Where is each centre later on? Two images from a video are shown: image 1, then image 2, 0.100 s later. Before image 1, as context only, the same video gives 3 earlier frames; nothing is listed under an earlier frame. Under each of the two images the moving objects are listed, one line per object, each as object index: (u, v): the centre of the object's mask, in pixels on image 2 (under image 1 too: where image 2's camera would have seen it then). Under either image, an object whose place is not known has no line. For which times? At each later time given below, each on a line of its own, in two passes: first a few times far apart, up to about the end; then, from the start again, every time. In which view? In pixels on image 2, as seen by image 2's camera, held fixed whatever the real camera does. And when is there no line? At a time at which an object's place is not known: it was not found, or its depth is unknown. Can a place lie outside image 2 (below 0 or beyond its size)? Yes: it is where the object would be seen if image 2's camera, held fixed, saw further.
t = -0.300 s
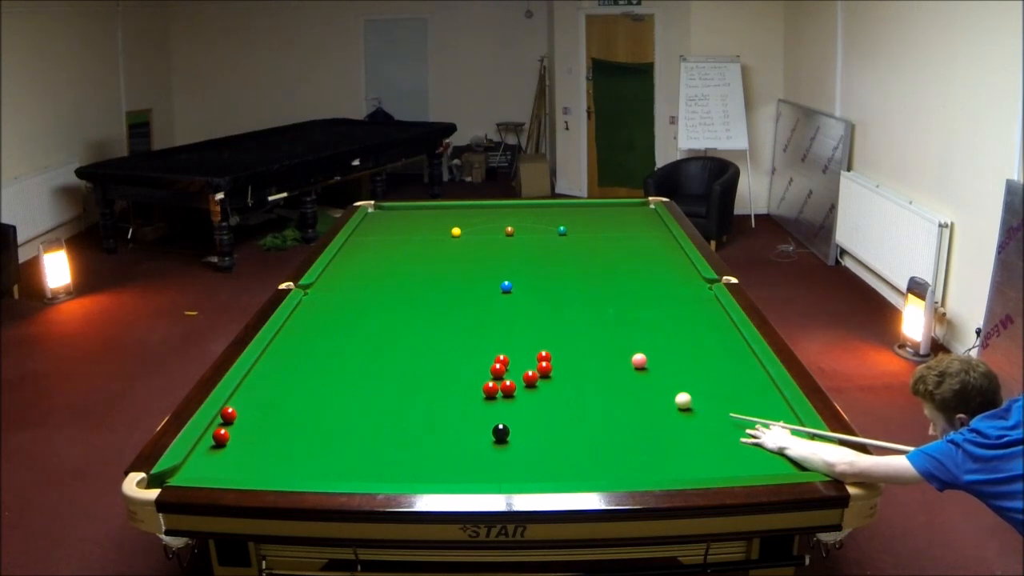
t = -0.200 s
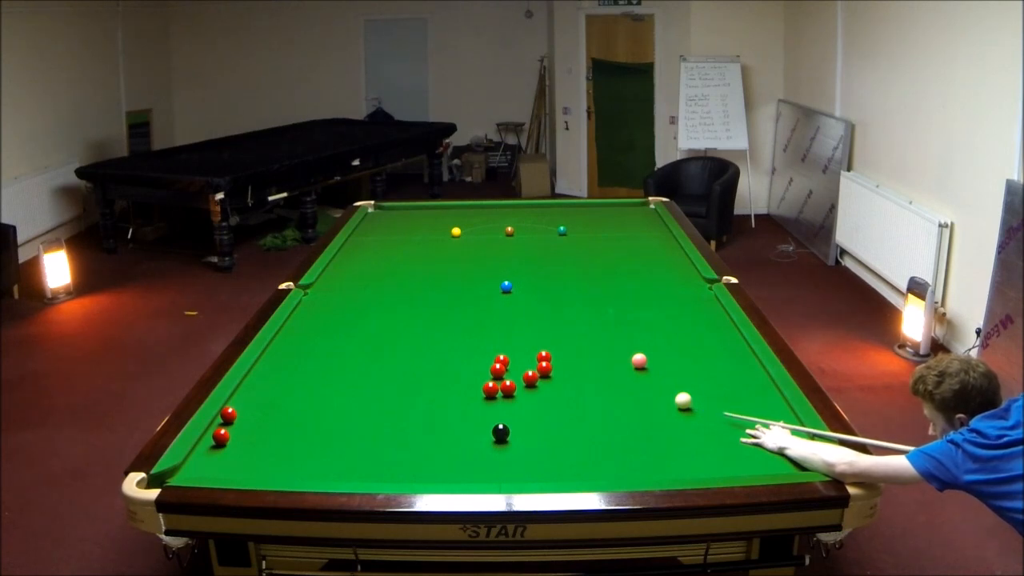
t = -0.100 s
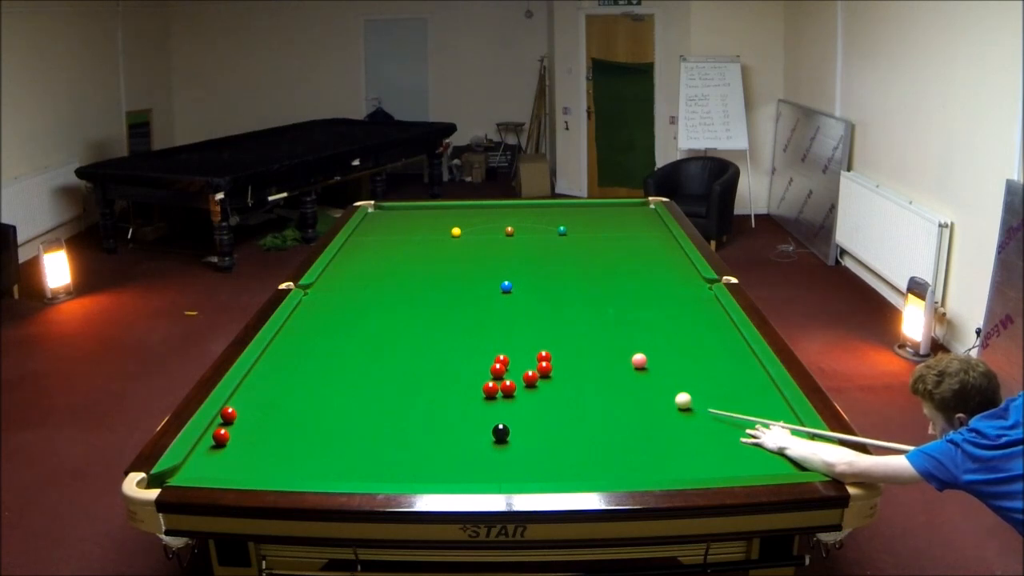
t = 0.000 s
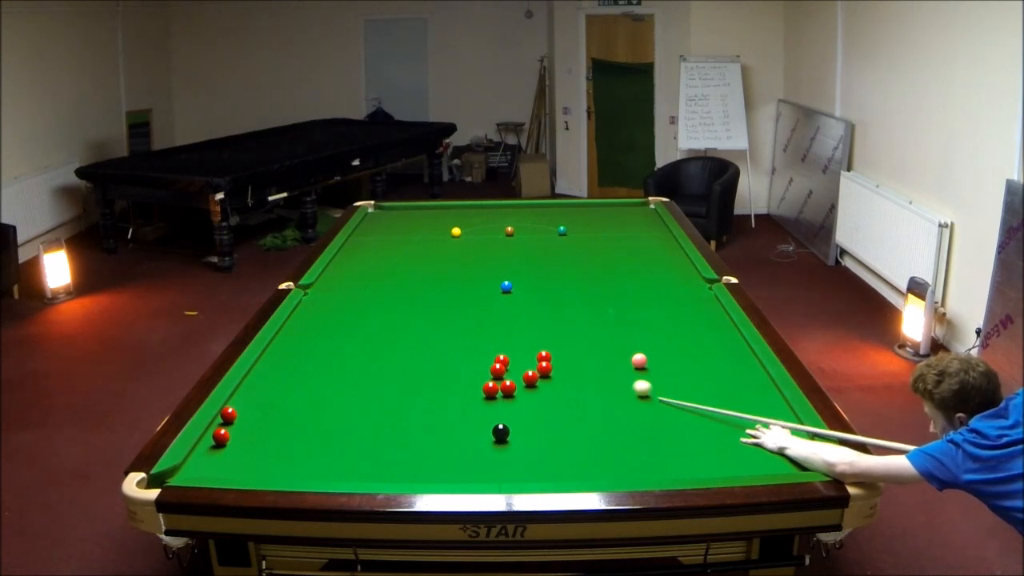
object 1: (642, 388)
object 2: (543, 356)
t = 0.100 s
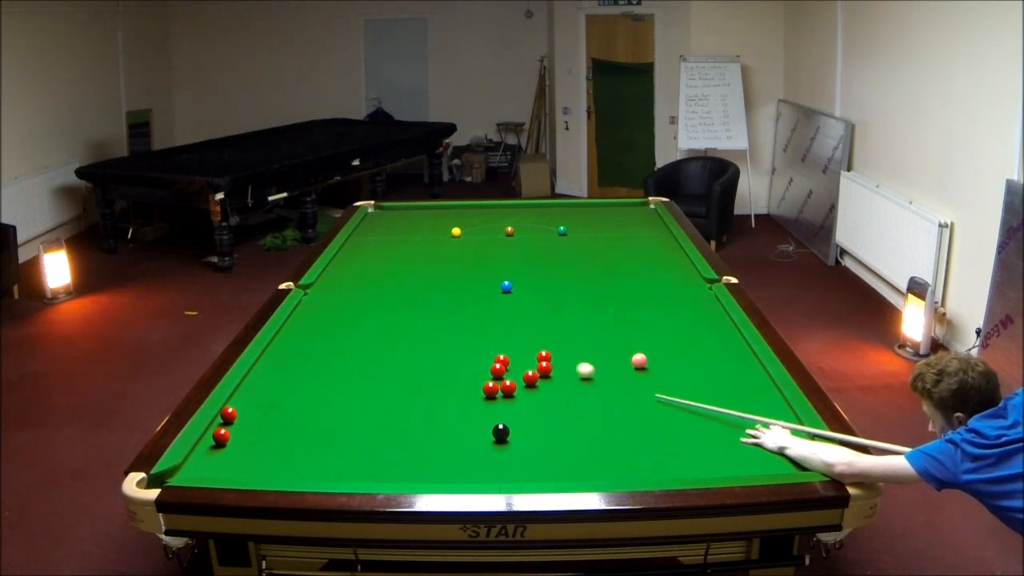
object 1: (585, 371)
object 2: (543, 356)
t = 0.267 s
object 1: (559, 361)
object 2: (497, 345)
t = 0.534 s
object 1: (578, 364)
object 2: (412, 321)
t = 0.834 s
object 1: (597, 367)
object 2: (338, 300)
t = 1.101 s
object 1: (613, 369)
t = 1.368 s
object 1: (628, 372)
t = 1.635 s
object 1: (641, 374)
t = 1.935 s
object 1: (655, 376)
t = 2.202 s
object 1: (665, 378)
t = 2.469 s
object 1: (673, 379)
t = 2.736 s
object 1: (680, 380)
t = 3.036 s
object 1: (686, 381)
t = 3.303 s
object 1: (689, 382)
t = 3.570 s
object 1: (692, 382)
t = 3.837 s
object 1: (692, 382)
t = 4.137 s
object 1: (692, 382)
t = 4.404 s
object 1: (692, 382)
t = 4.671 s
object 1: (692, 382)
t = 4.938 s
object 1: (692, 382)
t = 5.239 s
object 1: (692, 382)
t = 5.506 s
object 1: (692, 382)
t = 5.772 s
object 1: (692, 382)
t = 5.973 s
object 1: (692, 382)
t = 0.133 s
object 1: (569, 365)
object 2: (543, 356)
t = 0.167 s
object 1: (556, 361)
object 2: (539, 355)
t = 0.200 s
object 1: (557, 361)
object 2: (525, 353)
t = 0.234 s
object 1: (558, 361)
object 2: (511, 349)
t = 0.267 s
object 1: (559, 361)
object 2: (497, 345)
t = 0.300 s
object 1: (561, 361)
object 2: (485, 342)
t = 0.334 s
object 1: (564, 362)
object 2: (472, 338)
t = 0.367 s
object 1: (566, 362)
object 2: (461, 335)
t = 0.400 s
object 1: (569, 362)
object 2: (450, 331)
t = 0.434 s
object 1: (571, 363)
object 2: (440, 329)
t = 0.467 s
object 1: (573, 363)
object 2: (430, 326)
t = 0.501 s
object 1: (576, 363)
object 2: (421, 323)
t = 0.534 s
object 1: (578, 364)
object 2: (412, 321)
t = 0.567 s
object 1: (580, 364)
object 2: (403, 318)
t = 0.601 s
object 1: (582, 365)
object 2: (395, 316)
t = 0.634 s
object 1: (585, 365)
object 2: (386, 314)
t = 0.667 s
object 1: (587, 365)
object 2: (377, 311)
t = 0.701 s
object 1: (589, 366)
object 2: (369, 309)
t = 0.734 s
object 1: (591, 366)
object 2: (361, 306)
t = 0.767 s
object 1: (593, 366)
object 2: (353, 304)
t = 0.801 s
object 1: (595, 367)
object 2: (346, 302)
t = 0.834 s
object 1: (597, 367)
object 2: (338, 300)
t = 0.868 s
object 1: (600, 367)
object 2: (331, 298)
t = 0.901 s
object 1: (601, 368)
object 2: (324, 295)
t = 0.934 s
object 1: (604, 368)
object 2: (317, 293)
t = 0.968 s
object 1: (606, 368)
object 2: (310, 291)
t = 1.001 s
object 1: (608, 368)
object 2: (304, 288)
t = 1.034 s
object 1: (610, 369)
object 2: (299, 286)
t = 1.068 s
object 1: (612, 370)
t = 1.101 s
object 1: (613, 369)
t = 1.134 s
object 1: (615, 370)
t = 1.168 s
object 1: (617, 370)
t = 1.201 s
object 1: (619, 370)
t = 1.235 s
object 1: (621, 371)
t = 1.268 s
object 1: (623, 371)
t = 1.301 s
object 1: (624, 372)
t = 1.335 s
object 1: (626, 372)
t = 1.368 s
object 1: (628, 372)
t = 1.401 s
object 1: (630, 372)
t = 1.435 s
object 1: (631, 373)
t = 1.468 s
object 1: (633, 373)
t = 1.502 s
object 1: (635, 373)
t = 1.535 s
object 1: (637, 373)
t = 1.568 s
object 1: (638, 374)
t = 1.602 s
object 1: (640, 374)
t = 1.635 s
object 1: (641, 374)
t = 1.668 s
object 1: (643, 374)
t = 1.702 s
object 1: (644, 375)
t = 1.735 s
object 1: (646, 375)
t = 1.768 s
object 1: (647, 375)
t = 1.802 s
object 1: (649, 376)
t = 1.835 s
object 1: (651, 375)
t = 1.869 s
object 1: (652, 376)
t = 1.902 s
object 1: (654, 376)
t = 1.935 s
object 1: (655, 376)
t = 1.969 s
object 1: (656, 376)
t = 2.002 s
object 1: (658, 377)
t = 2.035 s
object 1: (659, 377)
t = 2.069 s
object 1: (660, 377)
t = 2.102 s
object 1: (661, 377)
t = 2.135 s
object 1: (662, 378)
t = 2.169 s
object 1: (664, 377)
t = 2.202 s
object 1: (665, 378)
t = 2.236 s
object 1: (666, 378)
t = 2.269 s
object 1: (667, 378)
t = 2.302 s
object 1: (668, 379)
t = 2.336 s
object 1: (669, 379)
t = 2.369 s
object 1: (670, 379)
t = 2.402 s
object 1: (671, 379)
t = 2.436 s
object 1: (672, 379)
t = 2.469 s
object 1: (673, 379)
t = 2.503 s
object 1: (674, 380)
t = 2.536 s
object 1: (675, 380)
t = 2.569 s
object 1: (676, 380)
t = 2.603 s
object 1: (677, 380)
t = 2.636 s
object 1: (678, 380)
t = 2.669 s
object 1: (679, 380)
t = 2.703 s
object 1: (680, 380)
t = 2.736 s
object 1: (680, 380)
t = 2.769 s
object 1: (681, 380)
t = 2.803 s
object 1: (681, 381)
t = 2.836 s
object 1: (683, 381)
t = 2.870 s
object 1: (683, 381)
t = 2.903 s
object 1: (684, 381)
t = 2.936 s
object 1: (684, 381)
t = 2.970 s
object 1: (685, 381)
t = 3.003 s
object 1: (686, 381)
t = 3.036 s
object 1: (686, 381)
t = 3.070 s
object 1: (686, 381)
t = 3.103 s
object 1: (687, 381)
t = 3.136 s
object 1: (688, 381)
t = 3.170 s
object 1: (688, 382)
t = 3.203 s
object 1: (689, 382)
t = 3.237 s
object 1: (689, 382)
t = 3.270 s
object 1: (689, 382)
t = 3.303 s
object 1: (689, 382)
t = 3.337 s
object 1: (690, 382)
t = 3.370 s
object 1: (690, 382)
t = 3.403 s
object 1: (690, 382)
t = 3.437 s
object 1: (690, 382)
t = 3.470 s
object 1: (691, 382)
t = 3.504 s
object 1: (691, 382)
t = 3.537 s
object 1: (691, 382)
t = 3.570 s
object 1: (692, 382)
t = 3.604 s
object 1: (691, 382)
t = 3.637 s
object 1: (692, 382)
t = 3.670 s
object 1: (692, 382)
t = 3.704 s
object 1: (692, 382)
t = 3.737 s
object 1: (692, 382)
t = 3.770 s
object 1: (692, 382)
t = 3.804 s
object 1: (692, 382)
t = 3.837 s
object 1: (692, 382)
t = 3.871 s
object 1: (692, 382)
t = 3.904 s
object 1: (692, 382)
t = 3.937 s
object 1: (692, 382)
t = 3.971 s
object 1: (692, 382)
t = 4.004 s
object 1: (692, 382)
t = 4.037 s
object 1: (692, 382)
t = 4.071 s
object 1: (692, 382)
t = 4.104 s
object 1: (692, 382)
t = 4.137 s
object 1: (692, 382)
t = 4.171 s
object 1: (692, 382)
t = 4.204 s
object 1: (692, 382)
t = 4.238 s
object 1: (692, 382)
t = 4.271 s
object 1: (692, 382)
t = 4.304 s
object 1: (692, 382)
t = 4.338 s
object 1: (692, 382)
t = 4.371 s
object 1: (692, 382)
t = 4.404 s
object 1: (692, 382)
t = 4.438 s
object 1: (692, 382)
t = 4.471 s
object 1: (692, 382)
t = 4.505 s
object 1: (692, 382)
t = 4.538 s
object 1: (692, 382)
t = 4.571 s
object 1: (692, 382)
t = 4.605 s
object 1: (692, 382)
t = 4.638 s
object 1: (692, 382)
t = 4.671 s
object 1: (692, 382)
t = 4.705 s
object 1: (692, 382)
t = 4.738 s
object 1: (692, 382)
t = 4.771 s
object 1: (692, 382)
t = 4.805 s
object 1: (692, 382)
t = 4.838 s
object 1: (692, 382)
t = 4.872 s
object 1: (692, 382)
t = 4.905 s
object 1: (692, 382)
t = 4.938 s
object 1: (692, 382)
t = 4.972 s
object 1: (692, 382)
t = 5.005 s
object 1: (691, 382)
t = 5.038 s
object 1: (692, 382)
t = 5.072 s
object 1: (692, 382)
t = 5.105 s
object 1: (692, 382)
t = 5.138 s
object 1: (692, 382)
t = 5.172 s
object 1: (692, 382)
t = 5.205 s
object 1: (692, 382)
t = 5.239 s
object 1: (692, 382)
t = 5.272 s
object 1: (692, 382)
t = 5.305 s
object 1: (692, 382)
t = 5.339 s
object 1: (692, 382)
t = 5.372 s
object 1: (692, 382)
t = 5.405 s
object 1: (692, 382)
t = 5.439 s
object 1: (692, 382)
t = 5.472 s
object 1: (692, 382)
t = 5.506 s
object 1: (692, 382)
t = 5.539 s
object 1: (692, 382)
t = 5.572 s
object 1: (692, 382)
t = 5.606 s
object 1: (692, 382)
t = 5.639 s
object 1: (692, 382)
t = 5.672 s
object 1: (692, 382)
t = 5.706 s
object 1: (692, 382)
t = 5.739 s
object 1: (692, 382)
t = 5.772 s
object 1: (692, 382)
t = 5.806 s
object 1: (692, 382)
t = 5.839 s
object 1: (692, 382)
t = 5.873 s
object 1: (692, 382)
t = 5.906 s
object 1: (692, 382)
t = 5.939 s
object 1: (692, 382)
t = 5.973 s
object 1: (692, 382)
